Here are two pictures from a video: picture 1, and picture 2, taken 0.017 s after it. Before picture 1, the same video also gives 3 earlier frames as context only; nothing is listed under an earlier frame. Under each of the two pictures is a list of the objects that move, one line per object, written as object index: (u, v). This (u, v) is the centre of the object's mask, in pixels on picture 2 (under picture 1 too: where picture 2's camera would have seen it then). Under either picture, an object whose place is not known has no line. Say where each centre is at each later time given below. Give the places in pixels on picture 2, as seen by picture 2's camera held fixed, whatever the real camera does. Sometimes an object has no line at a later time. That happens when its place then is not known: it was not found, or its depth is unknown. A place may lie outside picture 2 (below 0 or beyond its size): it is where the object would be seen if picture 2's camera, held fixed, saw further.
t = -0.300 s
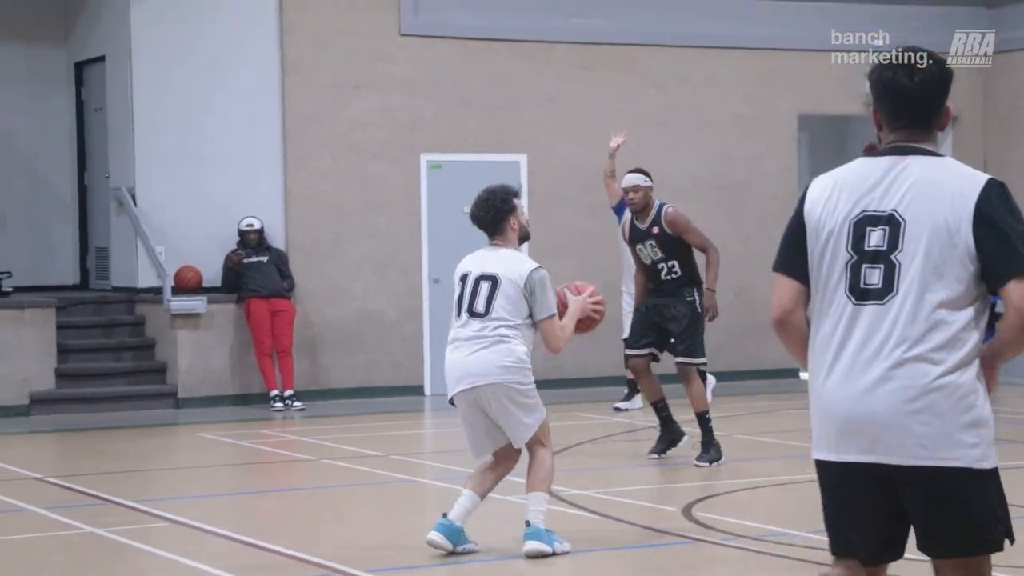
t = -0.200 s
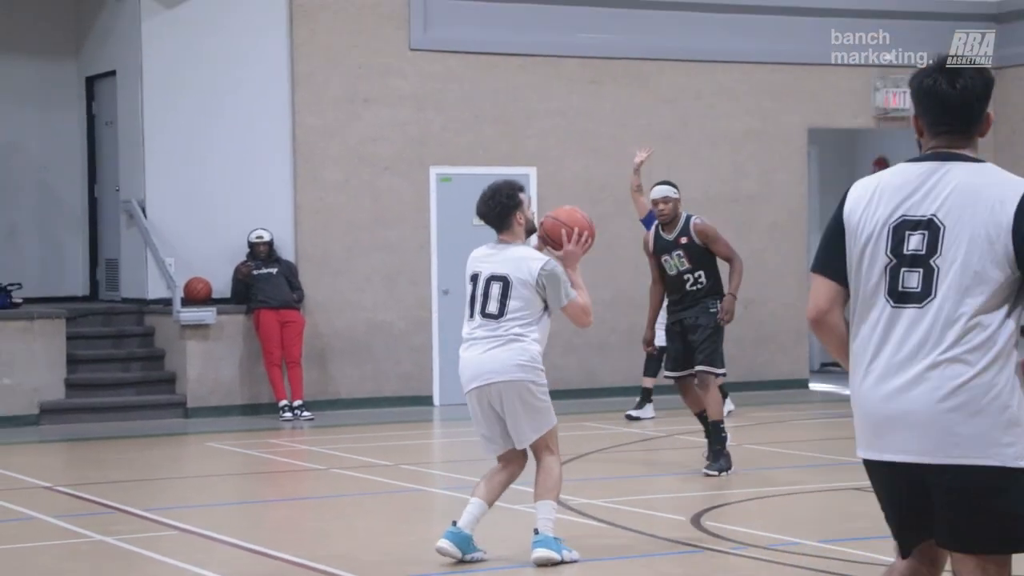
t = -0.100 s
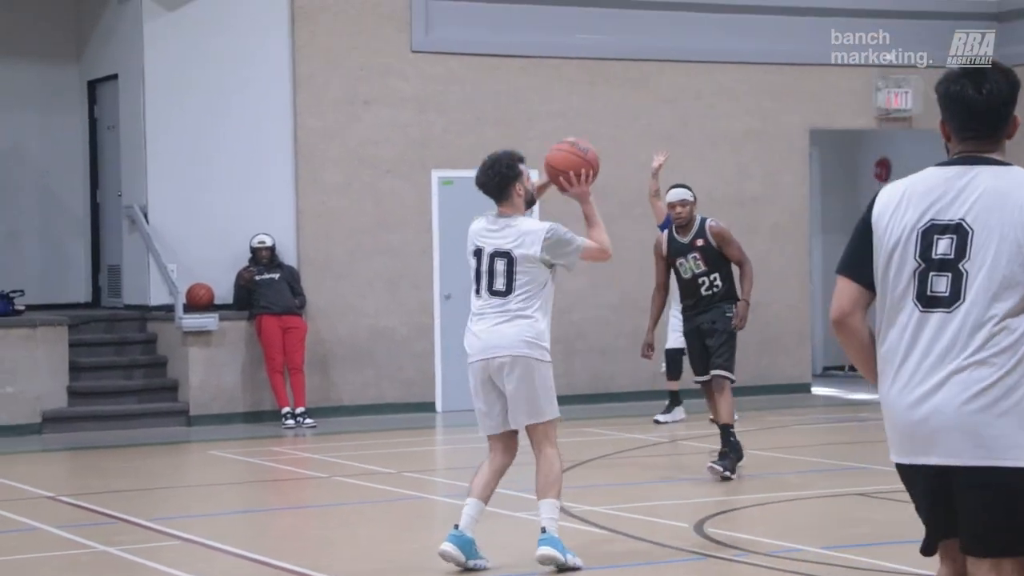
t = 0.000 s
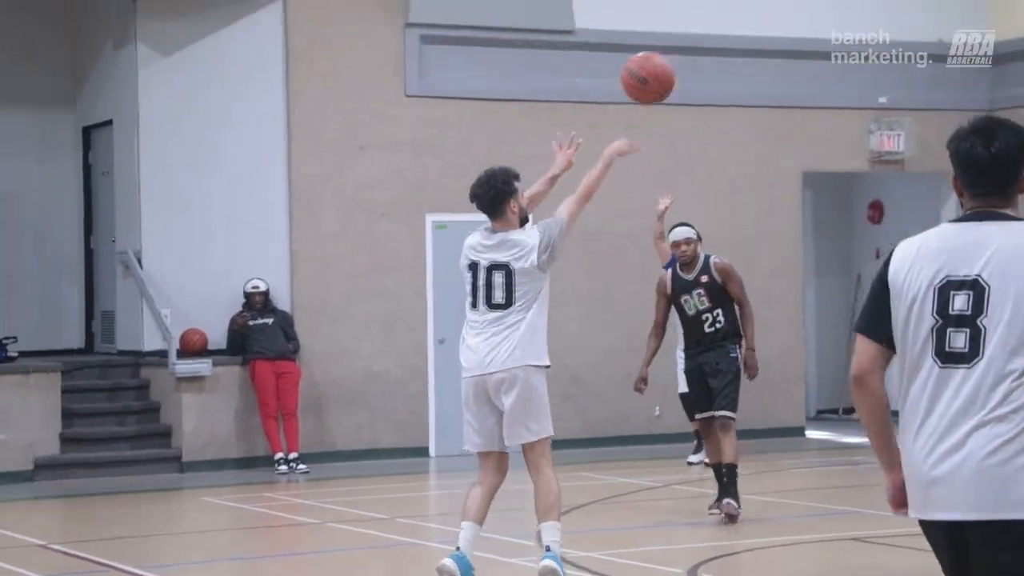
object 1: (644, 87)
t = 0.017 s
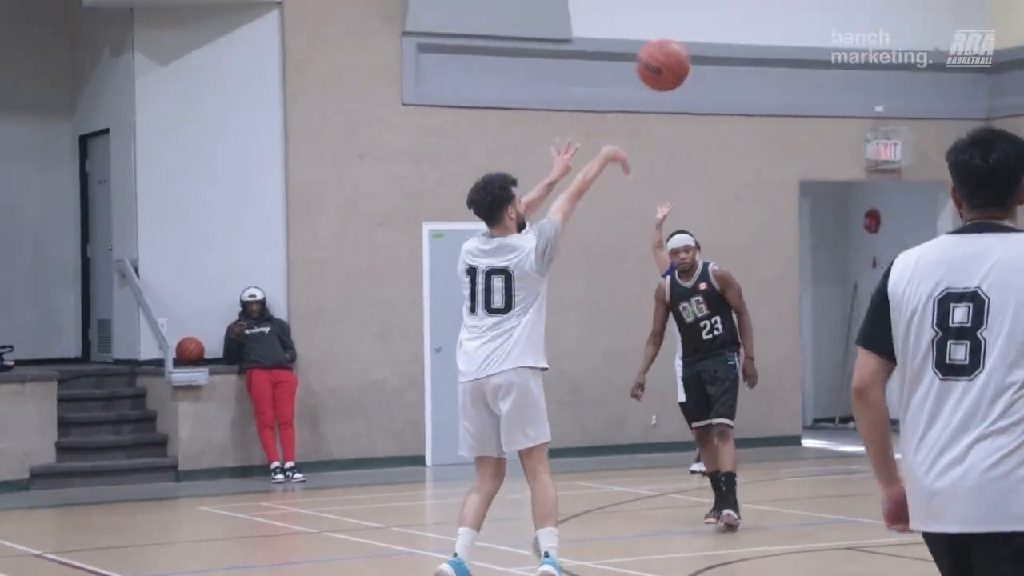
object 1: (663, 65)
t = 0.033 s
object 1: (681, 43)
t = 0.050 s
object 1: (699, 22)
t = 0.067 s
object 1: (717, 2)
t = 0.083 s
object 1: (735, -17)
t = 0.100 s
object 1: (752, -35)
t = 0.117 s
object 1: (770, -52)
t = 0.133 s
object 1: (788, -69)
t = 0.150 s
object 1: (806, -87)
